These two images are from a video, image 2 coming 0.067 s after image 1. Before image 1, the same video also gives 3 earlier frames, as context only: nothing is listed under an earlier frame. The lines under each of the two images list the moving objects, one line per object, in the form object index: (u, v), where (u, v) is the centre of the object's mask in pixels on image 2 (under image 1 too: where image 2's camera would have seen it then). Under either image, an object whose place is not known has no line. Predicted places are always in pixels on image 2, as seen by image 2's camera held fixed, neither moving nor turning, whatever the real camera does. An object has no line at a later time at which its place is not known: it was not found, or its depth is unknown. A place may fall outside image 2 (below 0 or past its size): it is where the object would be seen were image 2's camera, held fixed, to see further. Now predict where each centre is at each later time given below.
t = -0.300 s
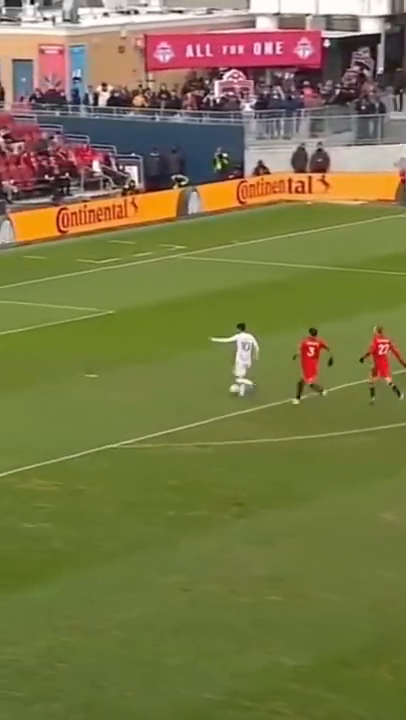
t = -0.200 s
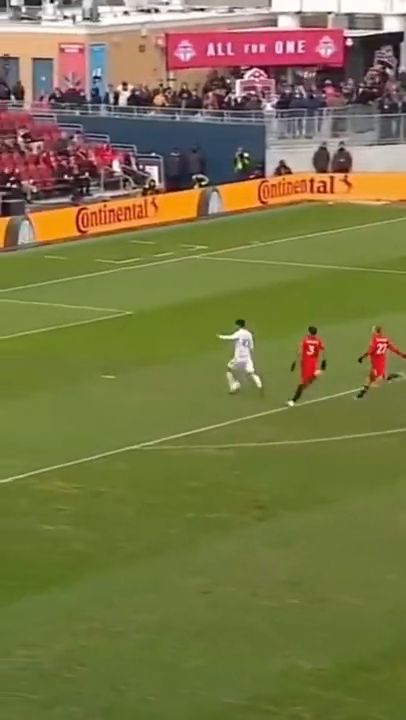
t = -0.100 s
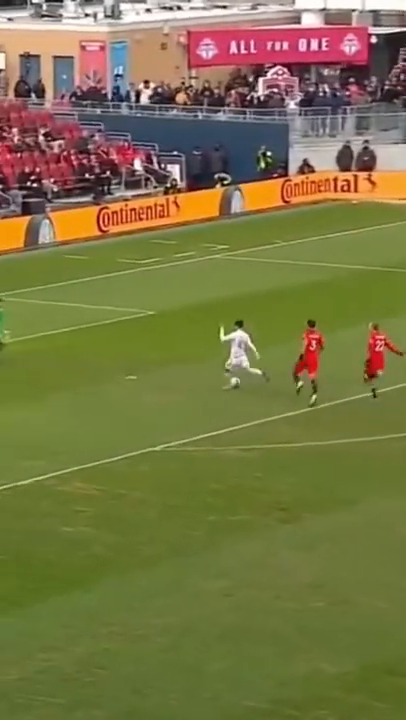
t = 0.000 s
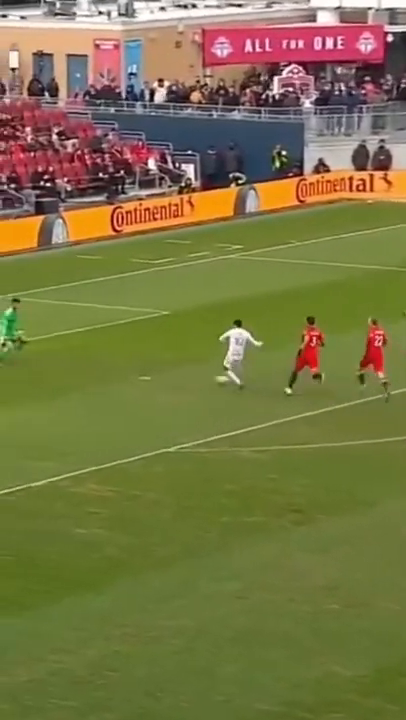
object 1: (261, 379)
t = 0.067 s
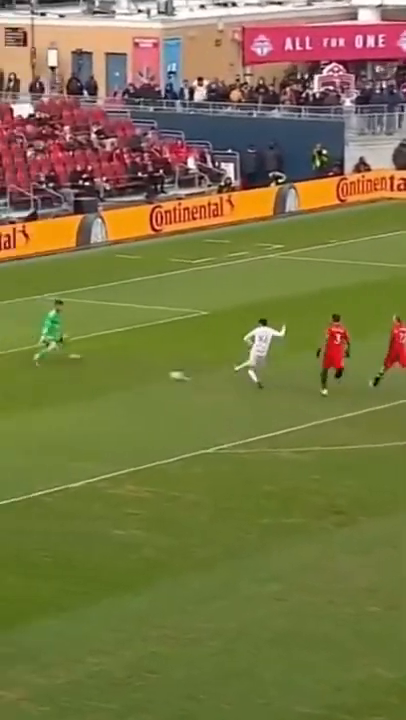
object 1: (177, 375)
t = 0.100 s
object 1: (161, 374)
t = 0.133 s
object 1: (131, 371)
